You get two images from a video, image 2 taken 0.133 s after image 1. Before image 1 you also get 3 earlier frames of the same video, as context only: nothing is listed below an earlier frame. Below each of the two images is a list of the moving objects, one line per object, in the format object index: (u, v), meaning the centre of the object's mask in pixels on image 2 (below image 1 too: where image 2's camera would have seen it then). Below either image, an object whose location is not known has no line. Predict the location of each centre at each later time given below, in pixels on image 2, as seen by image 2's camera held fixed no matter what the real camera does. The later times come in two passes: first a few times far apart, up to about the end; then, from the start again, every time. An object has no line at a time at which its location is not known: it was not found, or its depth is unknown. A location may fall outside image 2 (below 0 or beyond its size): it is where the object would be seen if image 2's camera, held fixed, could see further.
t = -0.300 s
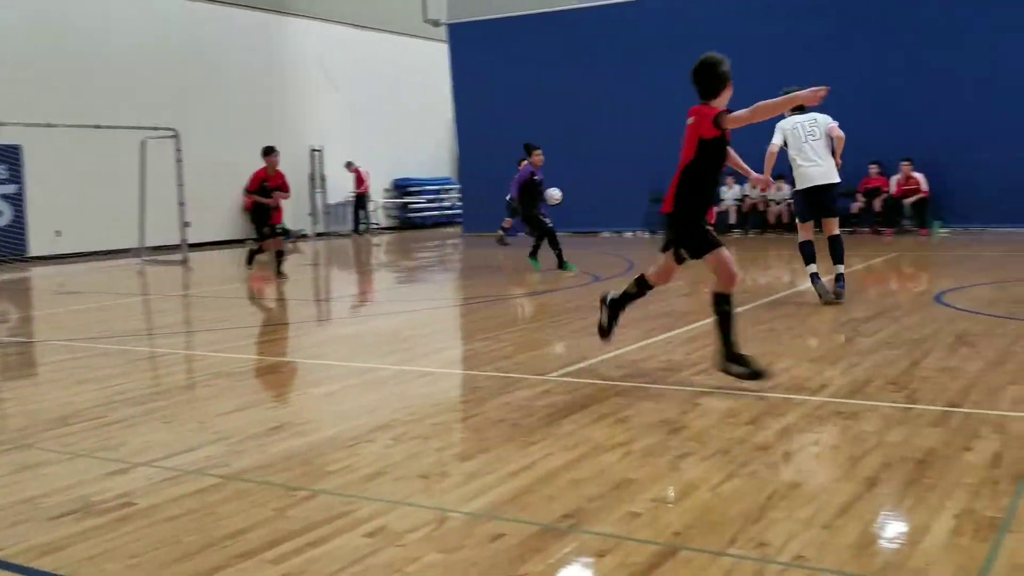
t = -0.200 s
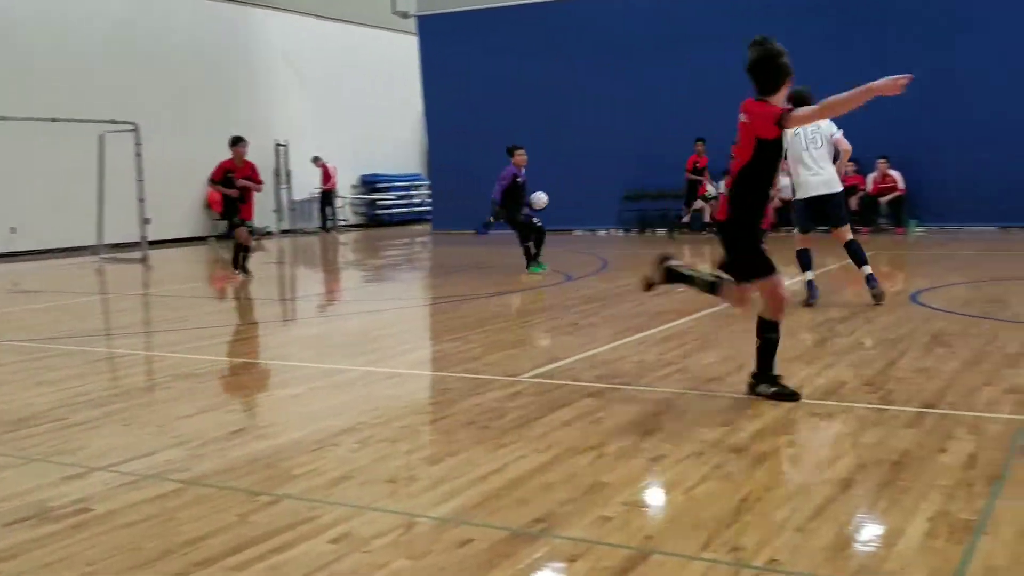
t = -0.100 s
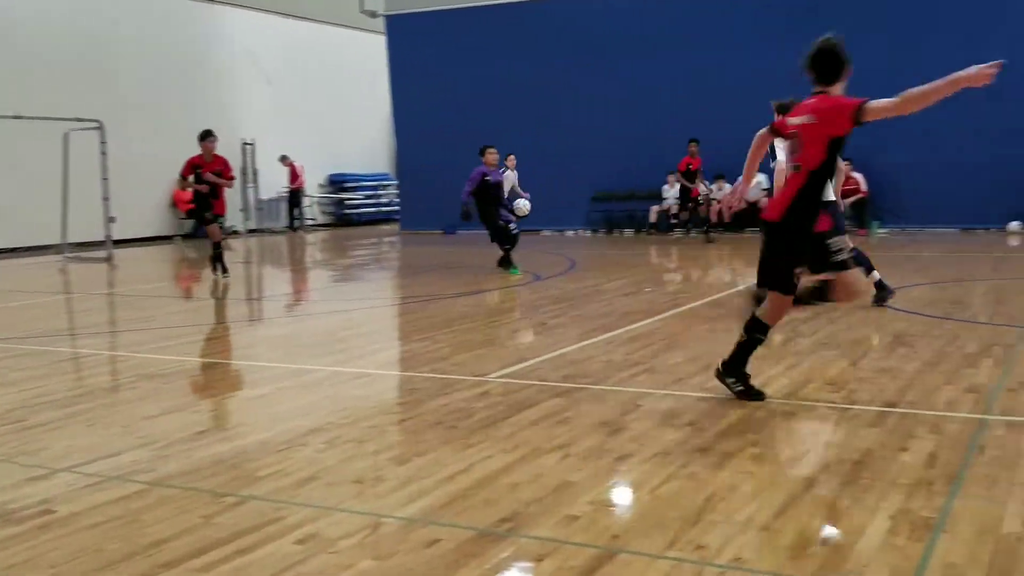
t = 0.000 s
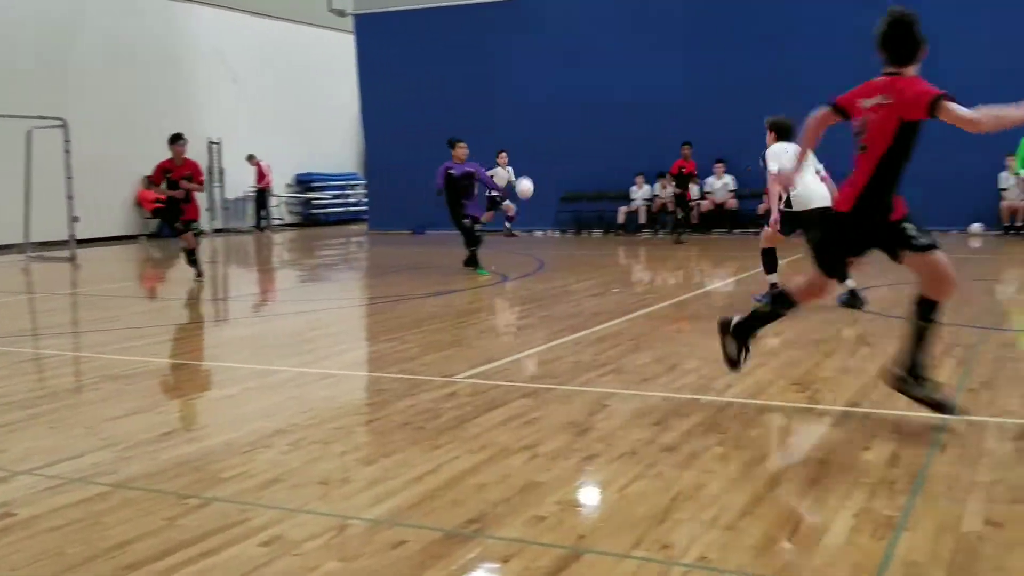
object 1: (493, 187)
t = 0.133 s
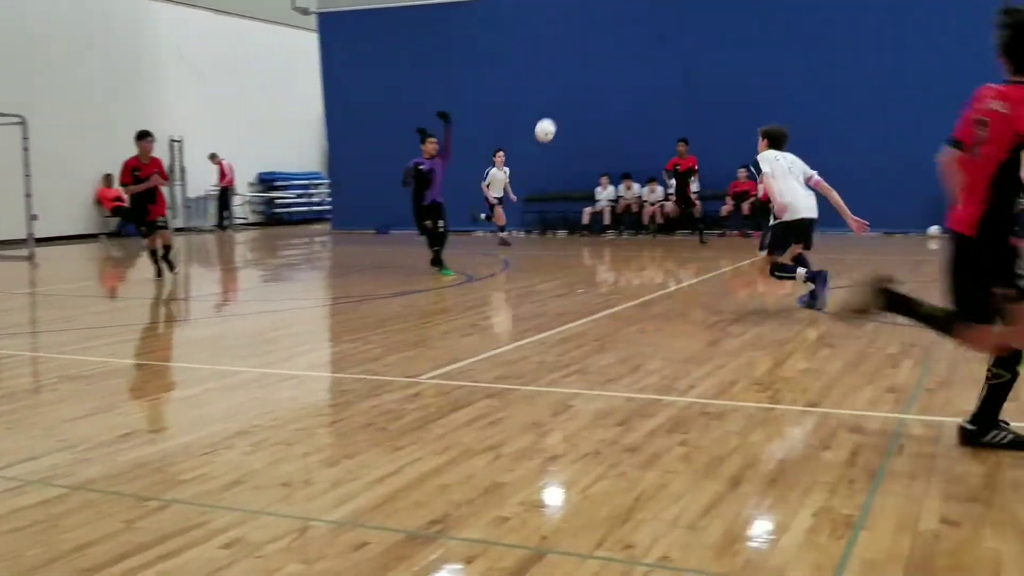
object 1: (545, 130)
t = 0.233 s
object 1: (592, 92)
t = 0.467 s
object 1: (729, 29)
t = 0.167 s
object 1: (560, 117)
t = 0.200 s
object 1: (575, 104)
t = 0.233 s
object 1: (592, 92)
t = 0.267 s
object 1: (609, 81)
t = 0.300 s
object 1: (626, 70)
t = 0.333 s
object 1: (645, 59)
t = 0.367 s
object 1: (665, 50)
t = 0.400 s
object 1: (685, 43)
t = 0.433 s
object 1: (706, 36)
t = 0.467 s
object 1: (729, 29)
